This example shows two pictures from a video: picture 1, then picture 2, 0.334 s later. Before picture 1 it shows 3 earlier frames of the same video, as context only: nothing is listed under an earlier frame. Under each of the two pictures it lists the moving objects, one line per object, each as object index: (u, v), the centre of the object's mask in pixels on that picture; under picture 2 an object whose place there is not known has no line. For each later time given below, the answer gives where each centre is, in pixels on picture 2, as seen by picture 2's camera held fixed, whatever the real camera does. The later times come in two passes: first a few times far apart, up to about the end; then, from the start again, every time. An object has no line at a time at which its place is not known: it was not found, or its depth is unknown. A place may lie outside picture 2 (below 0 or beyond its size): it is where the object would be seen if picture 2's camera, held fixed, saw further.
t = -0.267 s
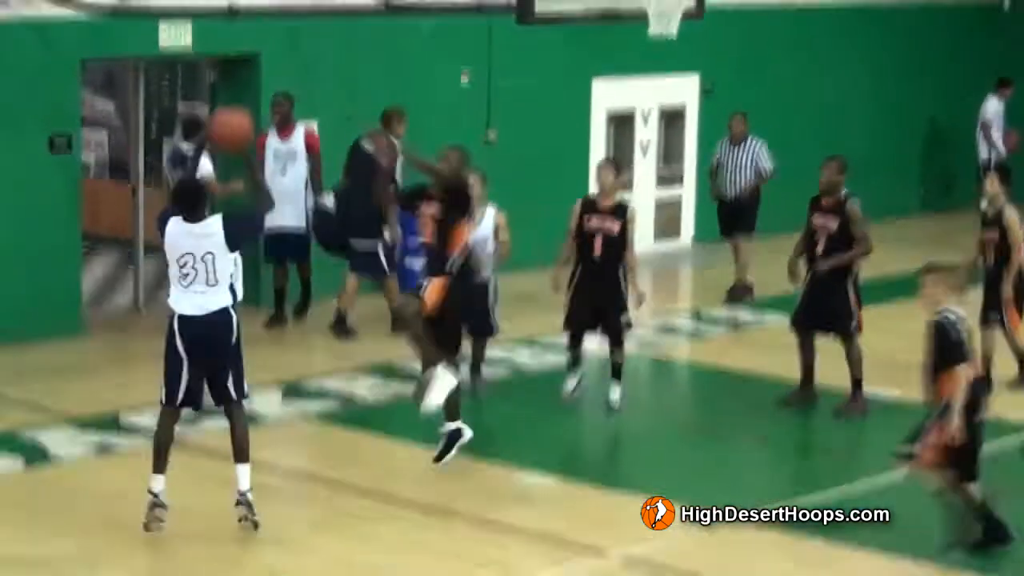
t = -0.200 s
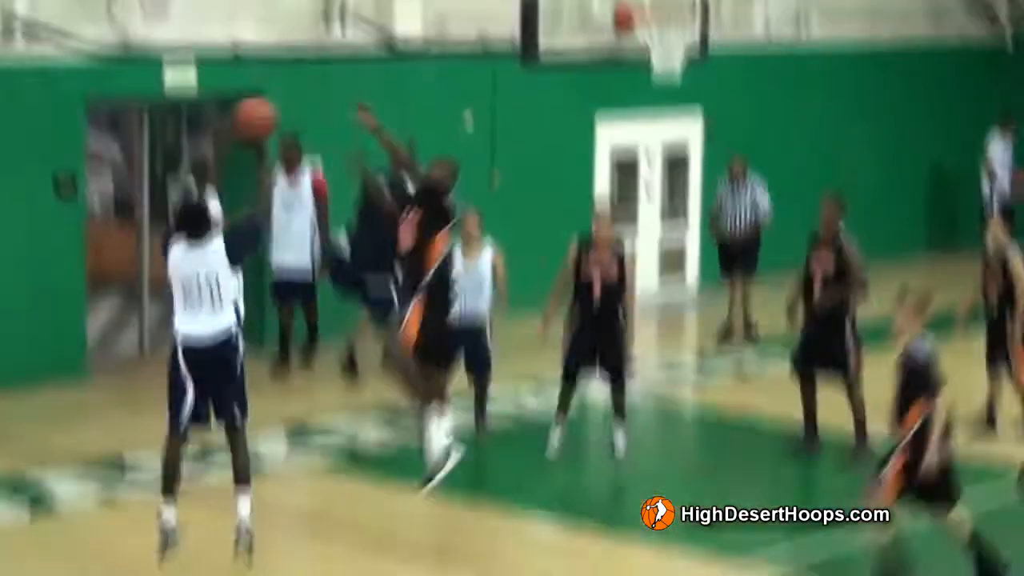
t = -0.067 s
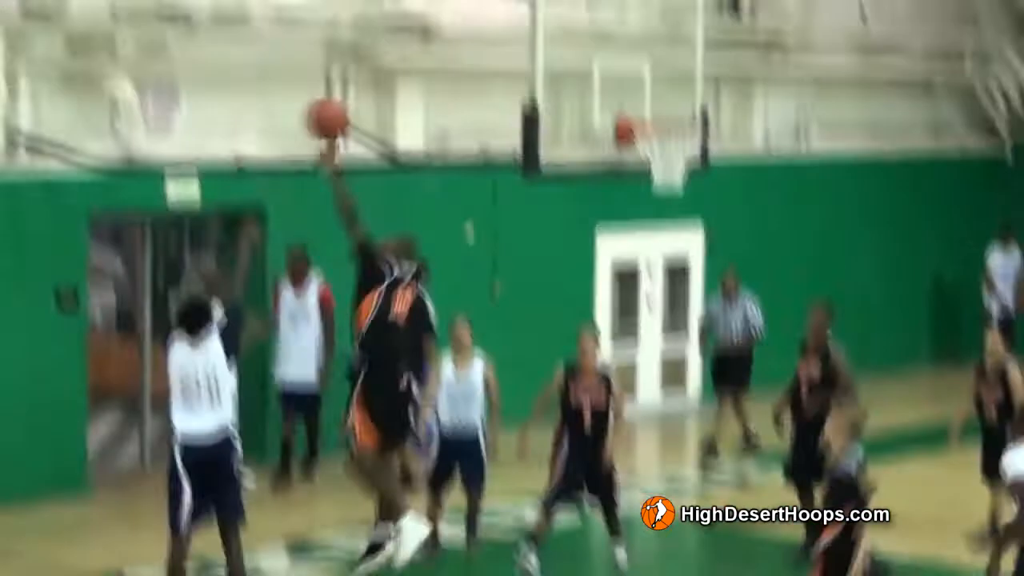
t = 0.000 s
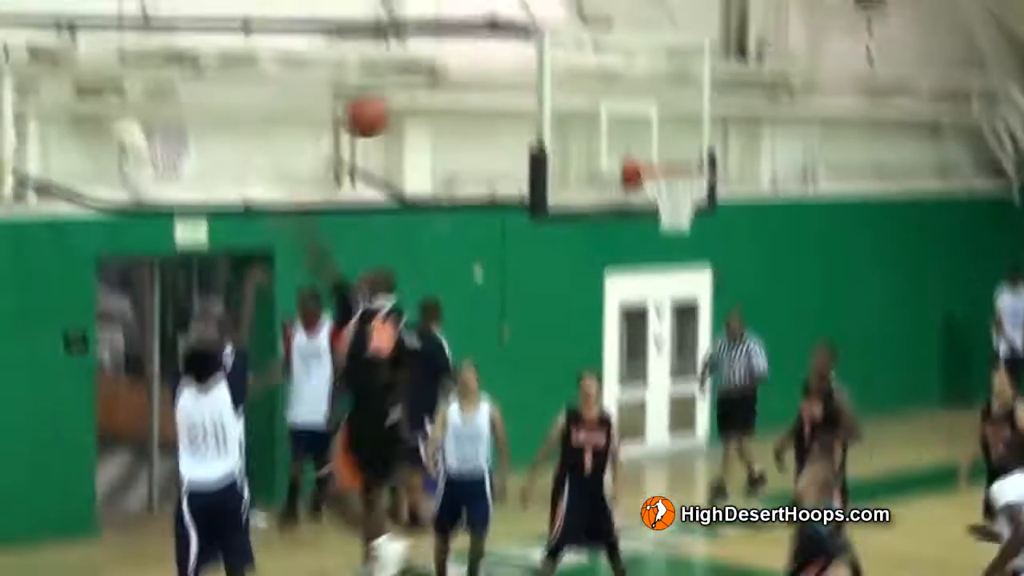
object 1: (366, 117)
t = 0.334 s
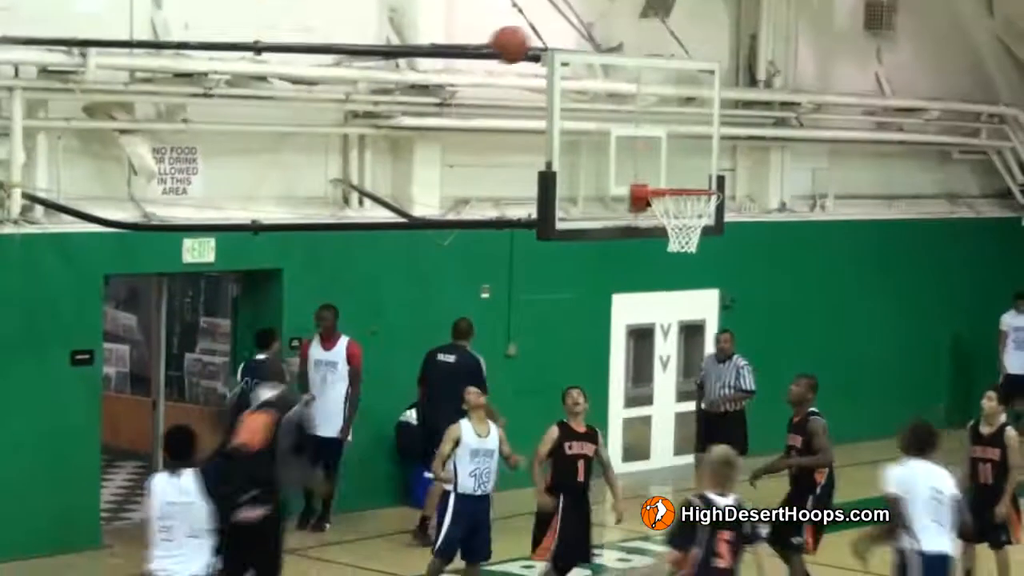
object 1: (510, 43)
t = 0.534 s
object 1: (579, 74)
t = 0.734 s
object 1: (640, 159)
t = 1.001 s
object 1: (573, 165)
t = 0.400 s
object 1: (534, 47)
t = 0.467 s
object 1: (557, 57)
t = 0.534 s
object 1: (579, 74)
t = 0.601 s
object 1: (600, 97)
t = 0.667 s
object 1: (621, 124)
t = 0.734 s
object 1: (640, 159)
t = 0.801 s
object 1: (645, 179)
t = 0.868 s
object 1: (621, 168)
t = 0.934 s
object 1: (597, 163)
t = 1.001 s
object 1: (573, 165)
